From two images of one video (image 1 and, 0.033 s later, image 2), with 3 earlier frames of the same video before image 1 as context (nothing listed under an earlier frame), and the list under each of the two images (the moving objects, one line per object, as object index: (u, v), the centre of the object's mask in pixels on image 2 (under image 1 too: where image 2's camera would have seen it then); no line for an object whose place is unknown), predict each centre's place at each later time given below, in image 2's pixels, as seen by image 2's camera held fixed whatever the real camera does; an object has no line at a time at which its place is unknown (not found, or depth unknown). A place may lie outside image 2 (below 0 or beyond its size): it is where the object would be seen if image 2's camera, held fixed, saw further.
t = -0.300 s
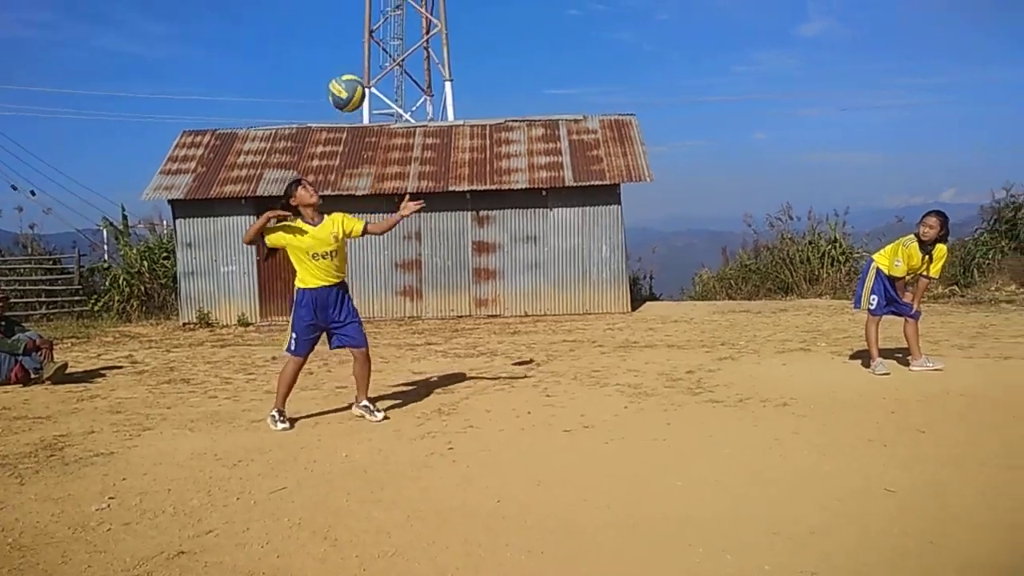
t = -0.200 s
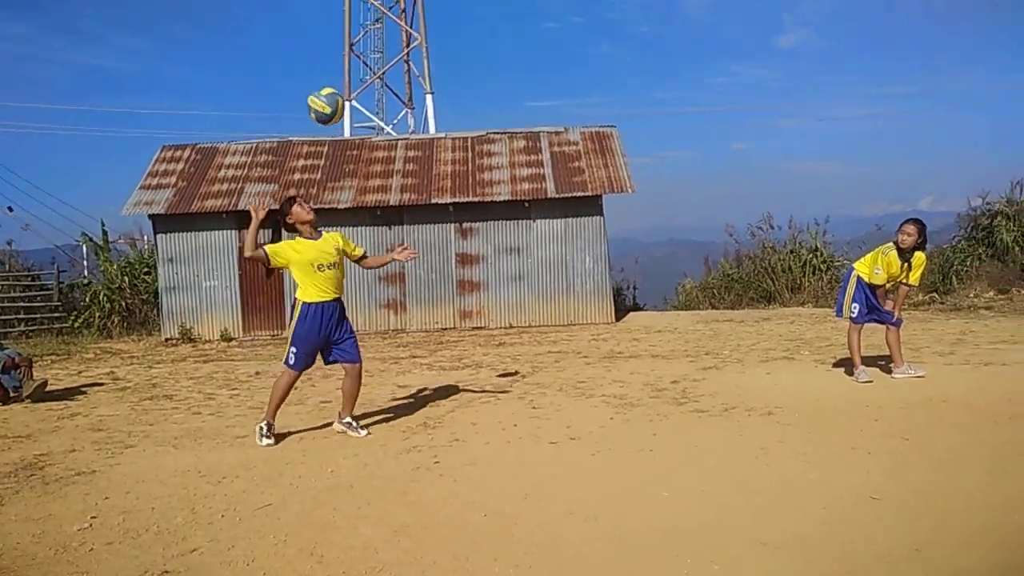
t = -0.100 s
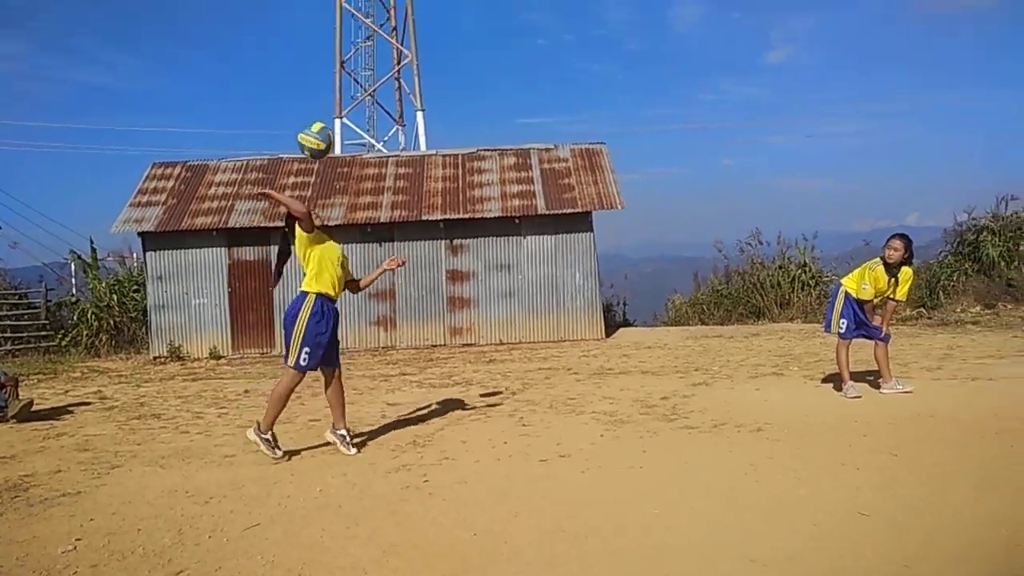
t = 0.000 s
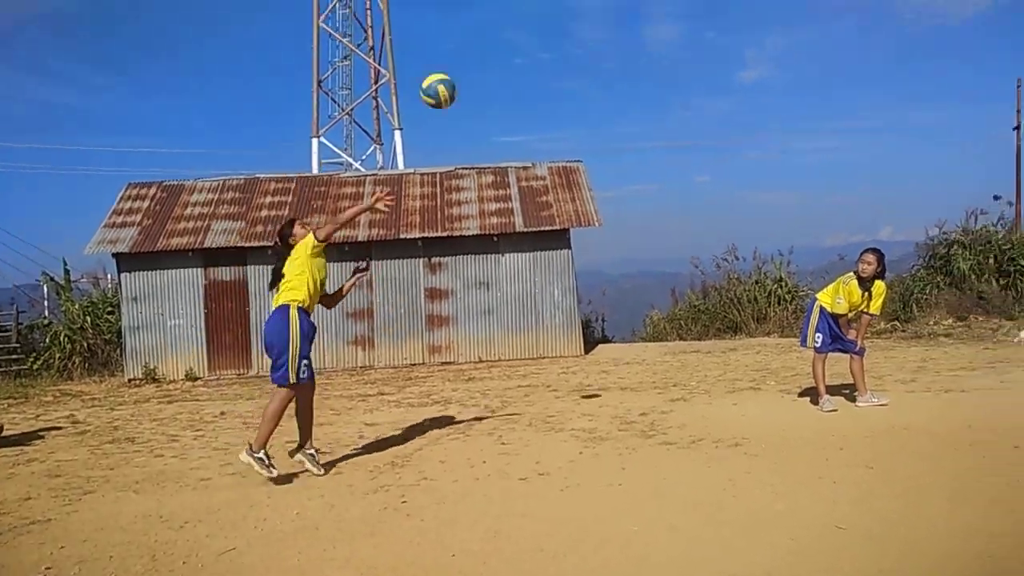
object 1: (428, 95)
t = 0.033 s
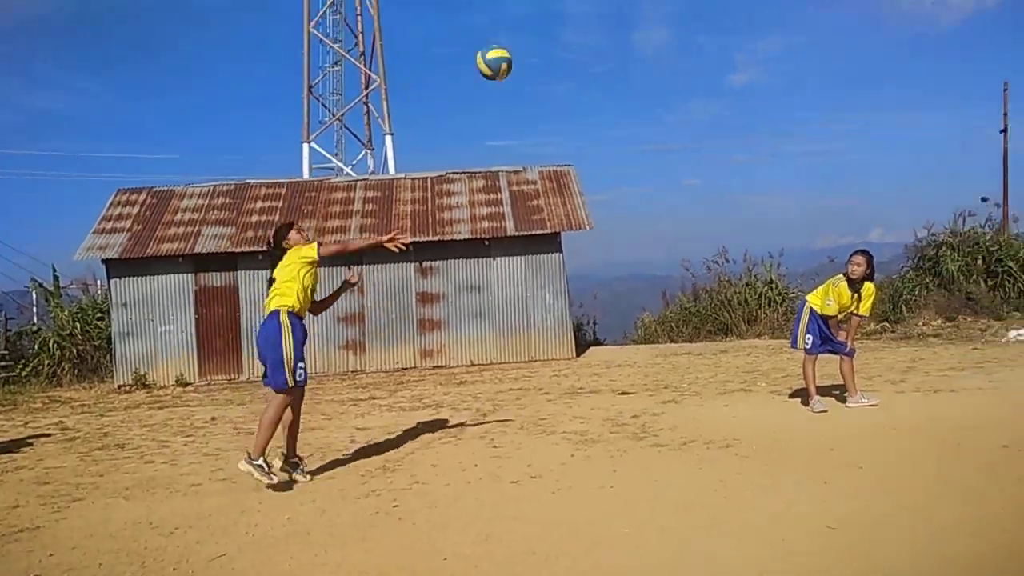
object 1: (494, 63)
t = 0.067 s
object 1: (559, 32)
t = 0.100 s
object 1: (625, 5)
